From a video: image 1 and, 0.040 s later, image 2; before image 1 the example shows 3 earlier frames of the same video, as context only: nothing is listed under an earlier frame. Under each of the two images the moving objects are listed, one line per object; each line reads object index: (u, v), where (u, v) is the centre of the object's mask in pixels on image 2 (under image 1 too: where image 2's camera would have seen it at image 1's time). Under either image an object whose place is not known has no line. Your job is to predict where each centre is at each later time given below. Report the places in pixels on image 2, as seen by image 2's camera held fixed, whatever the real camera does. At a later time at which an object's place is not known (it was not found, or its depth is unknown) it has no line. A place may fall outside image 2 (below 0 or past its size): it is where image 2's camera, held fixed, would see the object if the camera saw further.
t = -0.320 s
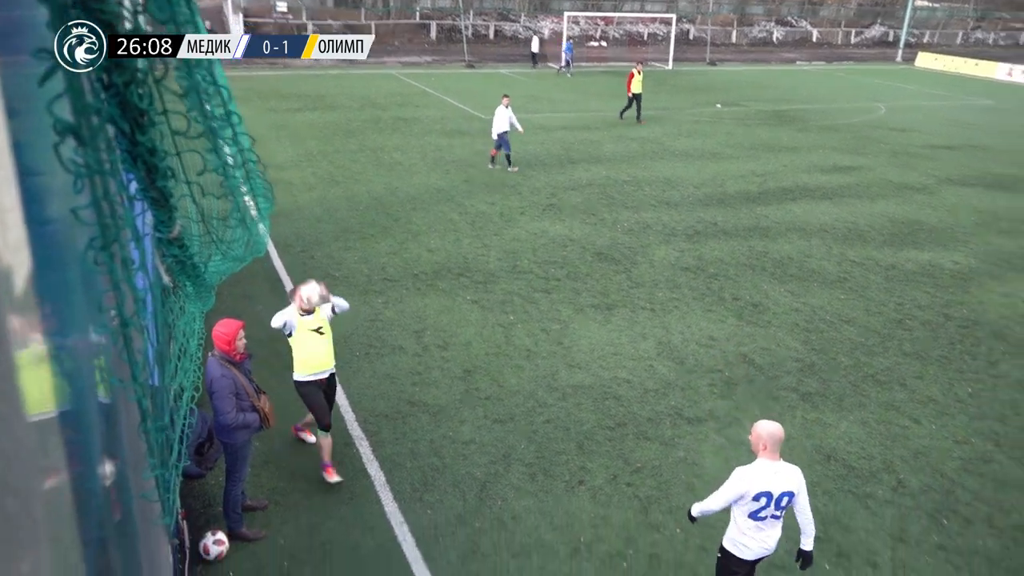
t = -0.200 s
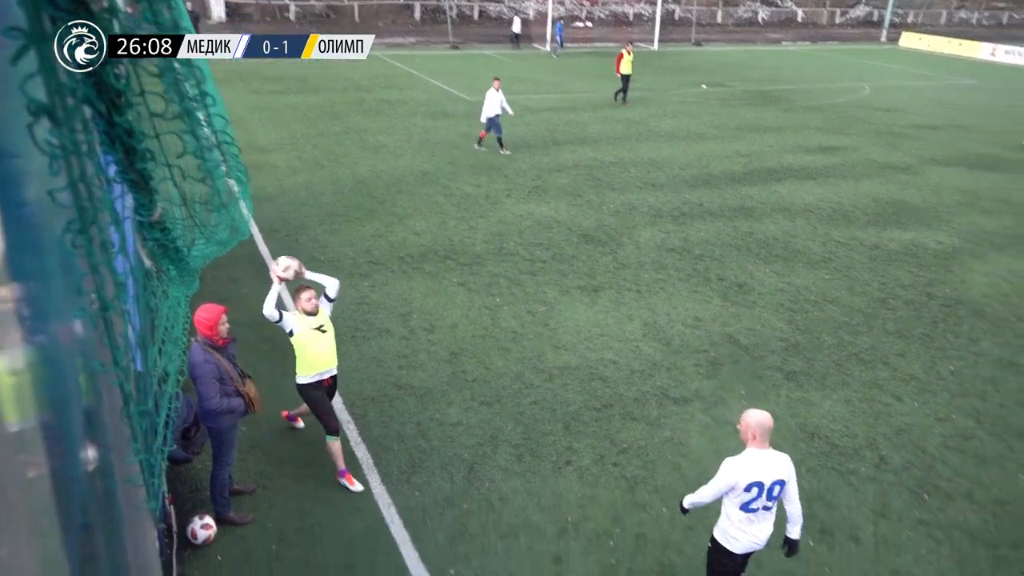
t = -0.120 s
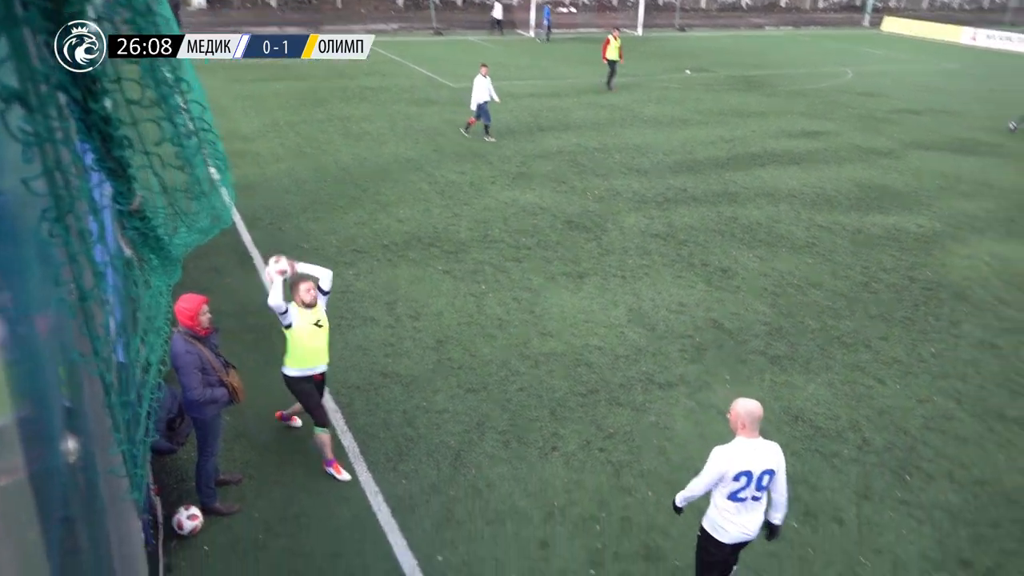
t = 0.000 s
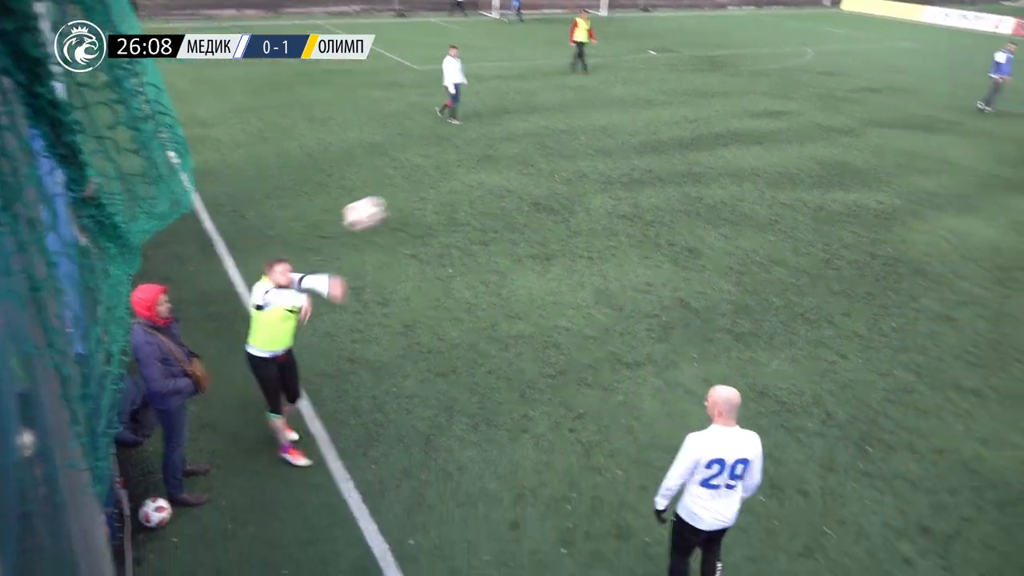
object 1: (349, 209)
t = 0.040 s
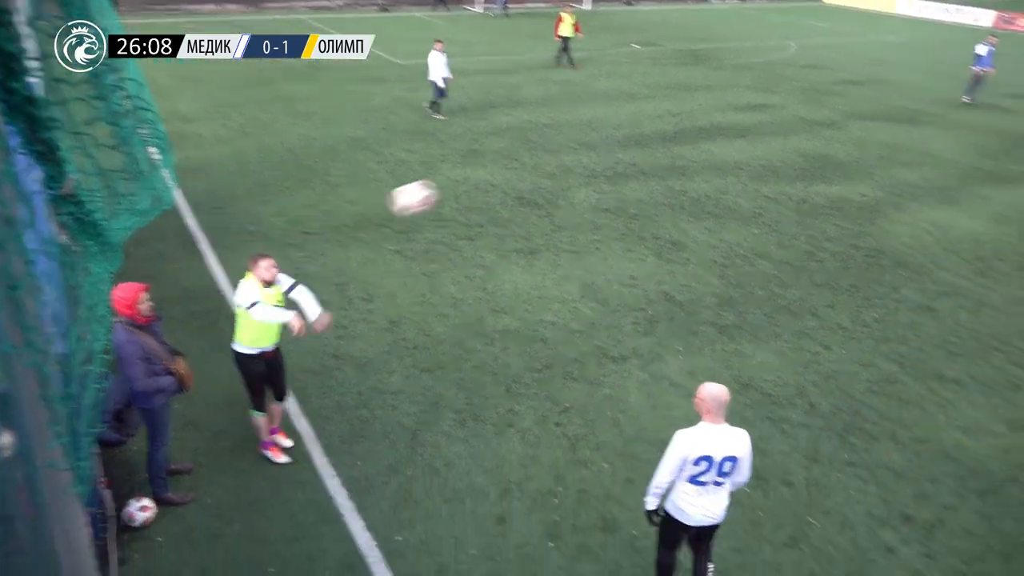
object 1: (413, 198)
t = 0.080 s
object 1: (484, 188)
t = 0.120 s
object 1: (563, 180)
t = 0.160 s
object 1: (653, 173)
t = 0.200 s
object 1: (751, 167)
